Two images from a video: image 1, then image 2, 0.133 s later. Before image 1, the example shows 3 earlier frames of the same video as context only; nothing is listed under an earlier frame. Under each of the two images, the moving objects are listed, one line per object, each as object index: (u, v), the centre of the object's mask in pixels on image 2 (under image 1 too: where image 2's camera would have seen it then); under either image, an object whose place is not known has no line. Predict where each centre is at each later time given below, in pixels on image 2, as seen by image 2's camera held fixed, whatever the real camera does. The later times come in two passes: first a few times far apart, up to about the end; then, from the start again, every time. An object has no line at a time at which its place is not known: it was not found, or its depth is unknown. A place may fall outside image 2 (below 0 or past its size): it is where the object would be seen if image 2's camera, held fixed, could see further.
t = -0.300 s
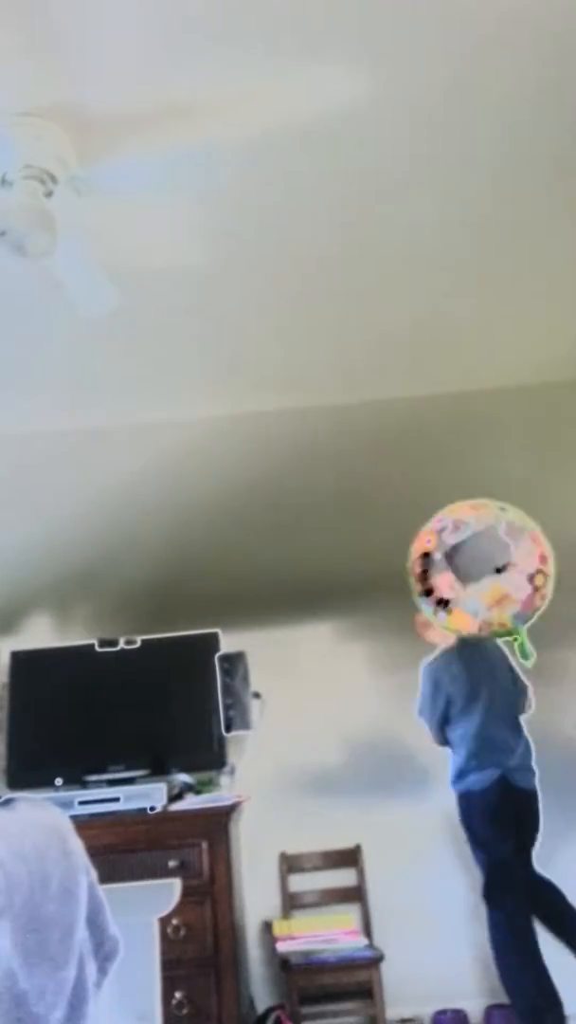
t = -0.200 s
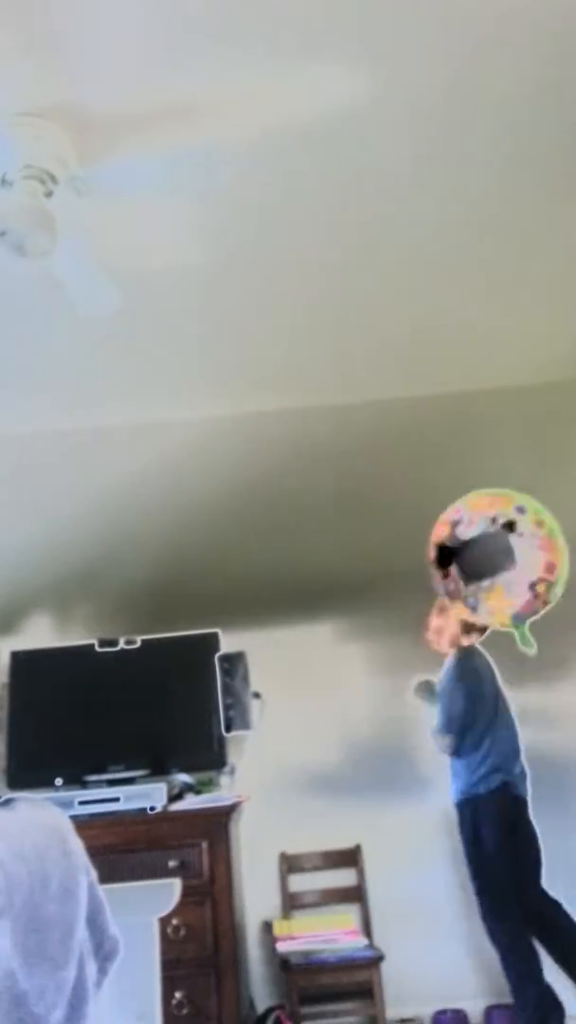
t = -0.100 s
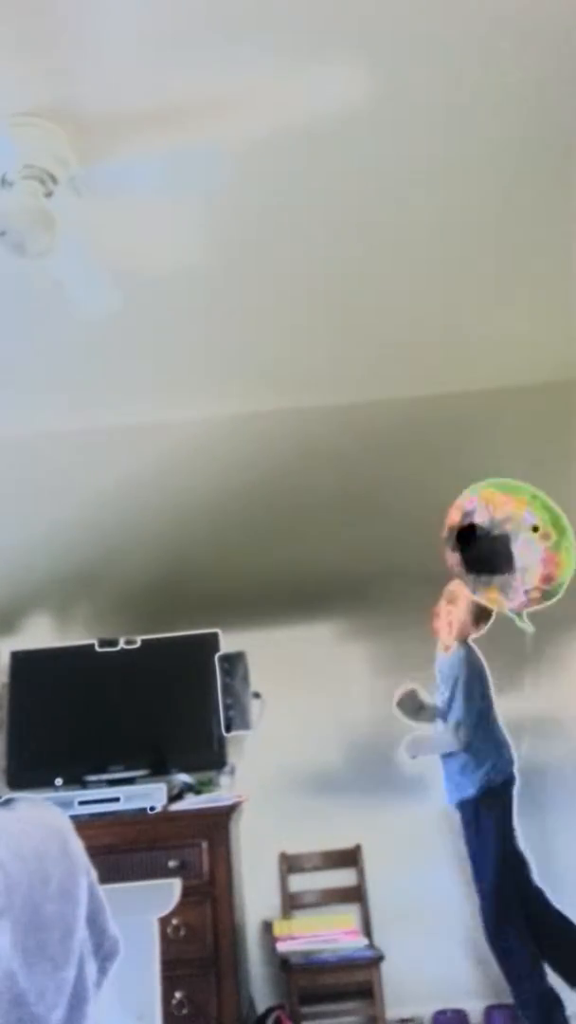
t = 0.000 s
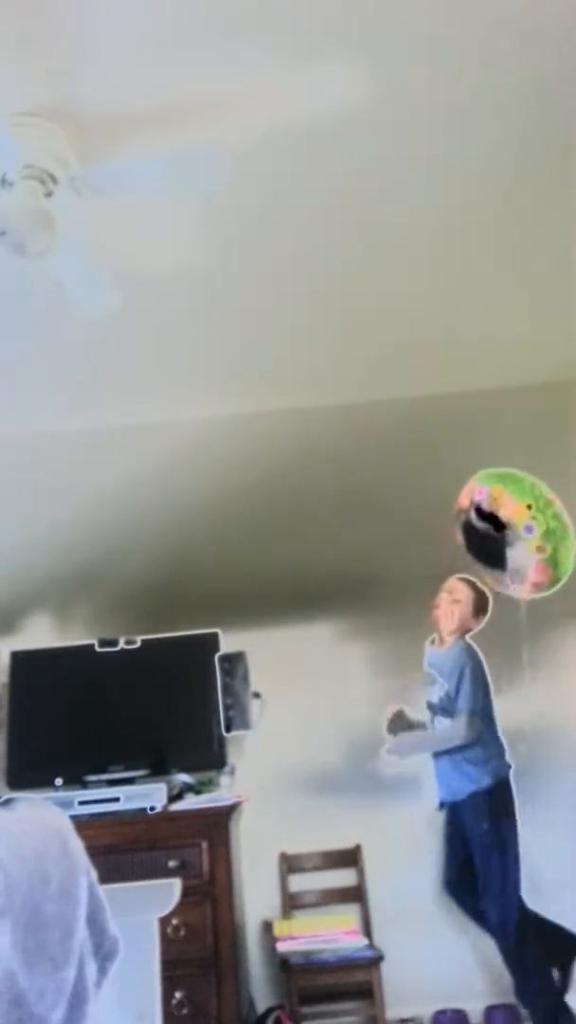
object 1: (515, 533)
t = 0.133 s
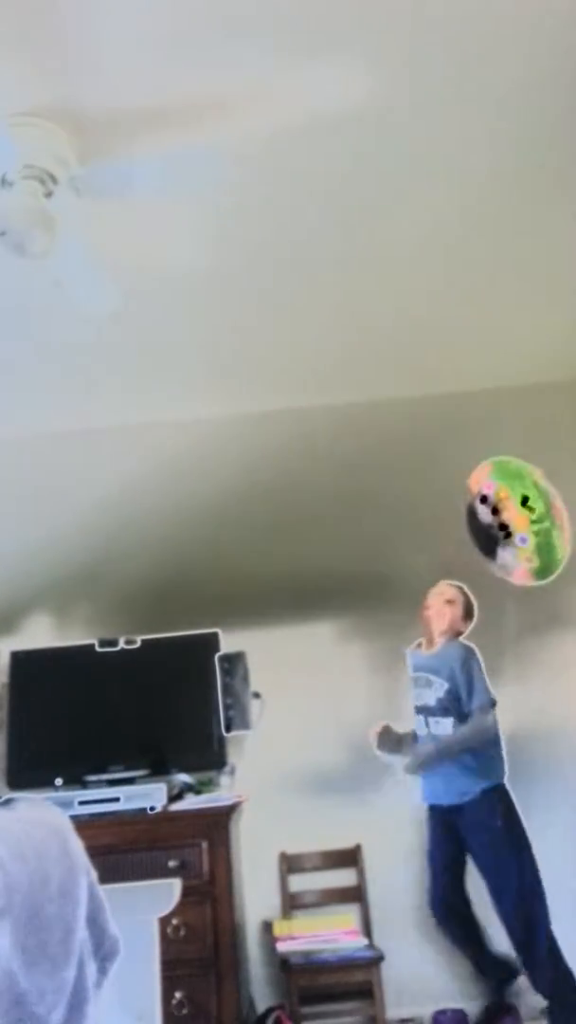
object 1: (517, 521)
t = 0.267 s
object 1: (517, 513)
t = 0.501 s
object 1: (509, 481)
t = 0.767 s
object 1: (498, 460)
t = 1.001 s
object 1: (498, 441)
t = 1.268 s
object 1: (497, 426)
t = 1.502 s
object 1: (493, 425)
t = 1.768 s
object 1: (481, 464)
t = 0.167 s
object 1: (517, 520)
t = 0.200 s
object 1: (517, 518)
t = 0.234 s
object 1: (517, 516)
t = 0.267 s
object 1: (517, 513)
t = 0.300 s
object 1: (516, 509)
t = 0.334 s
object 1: (515, 505)
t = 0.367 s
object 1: (514, 502)
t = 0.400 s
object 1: (513, 497)
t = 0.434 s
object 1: (511, 492)
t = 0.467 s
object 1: (511, 486)
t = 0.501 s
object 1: (509, 481)
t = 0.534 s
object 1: (507, 476)
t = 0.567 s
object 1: (506, 473)
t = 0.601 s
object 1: (504, 469)
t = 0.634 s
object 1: (503, 466)
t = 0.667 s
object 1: (501, 465)
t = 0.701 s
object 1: (500, 463)
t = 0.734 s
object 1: (499, 462)
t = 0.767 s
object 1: (498, 460)
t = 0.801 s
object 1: (497, 458)
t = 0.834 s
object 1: (497, 455)
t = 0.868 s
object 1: (497, 453)
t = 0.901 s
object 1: (497, 451)
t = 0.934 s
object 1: (497, 448)
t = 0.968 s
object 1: (497, 445)
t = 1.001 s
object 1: (498, 441)
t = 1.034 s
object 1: (498, 438)
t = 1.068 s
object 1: (498, 436)
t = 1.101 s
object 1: (498, 435)
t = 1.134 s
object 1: (498, 434)
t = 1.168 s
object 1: (497, 433)
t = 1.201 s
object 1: (498, 432)
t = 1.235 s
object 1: (497, 428)
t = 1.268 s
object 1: (497, 426)
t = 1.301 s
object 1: (497, 423)
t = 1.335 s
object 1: (496, 423)
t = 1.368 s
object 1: (496, 423)
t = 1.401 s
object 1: (495, 423)
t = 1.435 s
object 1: (494, 424)
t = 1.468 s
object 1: (493, 425)
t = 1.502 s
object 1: (493, 425)
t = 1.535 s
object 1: (491, 426)
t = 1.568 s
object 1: (490, 430)
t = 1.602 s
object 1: (489, 434)
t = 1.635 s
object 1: (487, 440)
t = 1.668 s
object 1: (486, 445)
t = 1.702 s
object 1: (484, 450)
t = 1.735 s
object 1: (482, 456)
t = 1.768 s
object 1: (481, 464)
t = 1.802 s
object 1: (479, 470)
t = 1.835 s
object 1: (477, 478)
